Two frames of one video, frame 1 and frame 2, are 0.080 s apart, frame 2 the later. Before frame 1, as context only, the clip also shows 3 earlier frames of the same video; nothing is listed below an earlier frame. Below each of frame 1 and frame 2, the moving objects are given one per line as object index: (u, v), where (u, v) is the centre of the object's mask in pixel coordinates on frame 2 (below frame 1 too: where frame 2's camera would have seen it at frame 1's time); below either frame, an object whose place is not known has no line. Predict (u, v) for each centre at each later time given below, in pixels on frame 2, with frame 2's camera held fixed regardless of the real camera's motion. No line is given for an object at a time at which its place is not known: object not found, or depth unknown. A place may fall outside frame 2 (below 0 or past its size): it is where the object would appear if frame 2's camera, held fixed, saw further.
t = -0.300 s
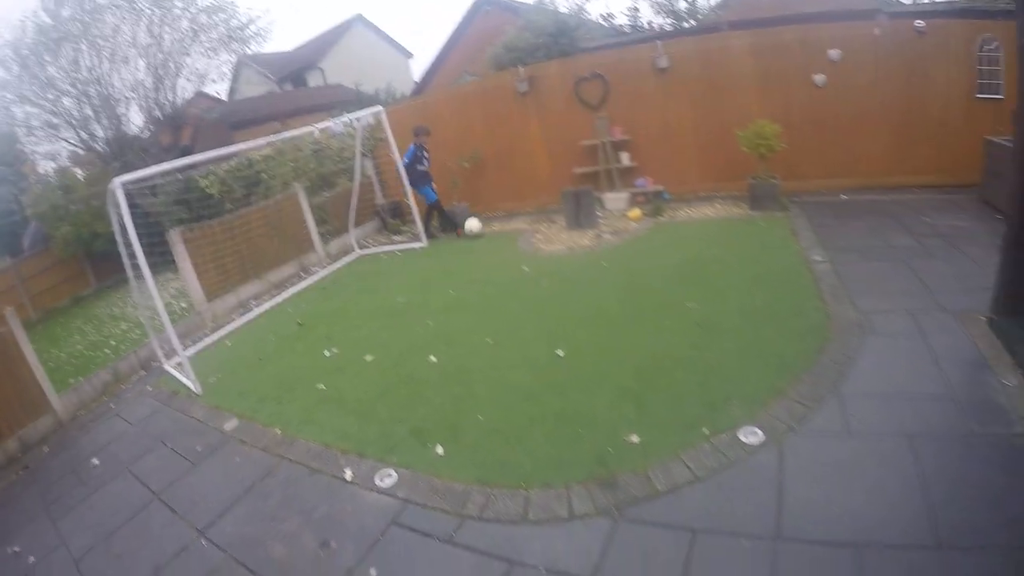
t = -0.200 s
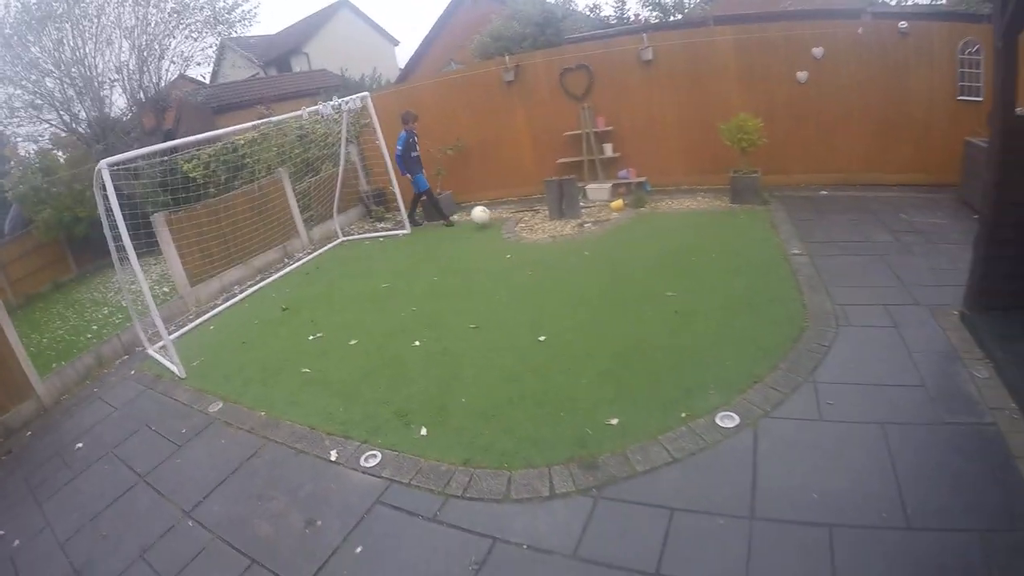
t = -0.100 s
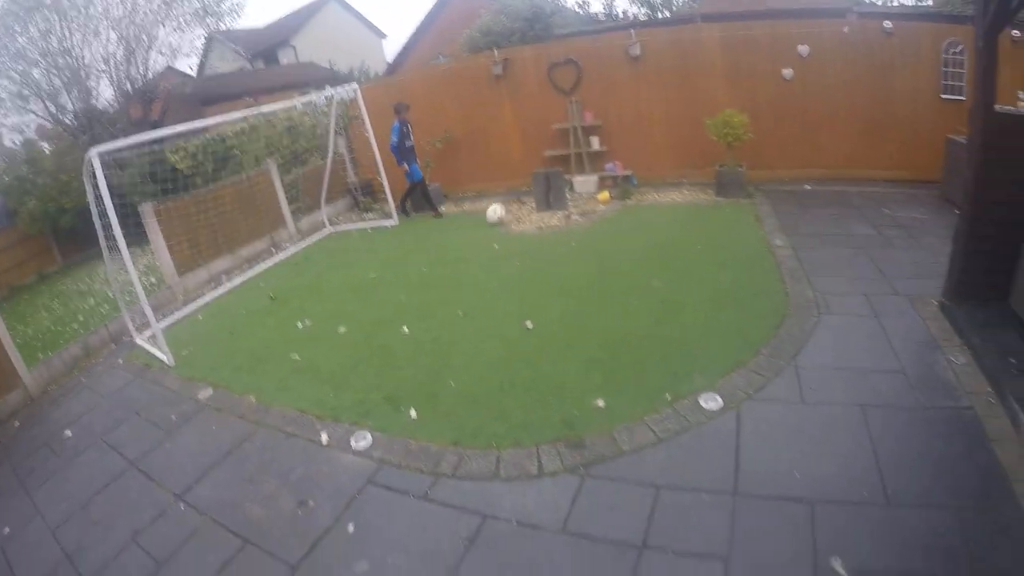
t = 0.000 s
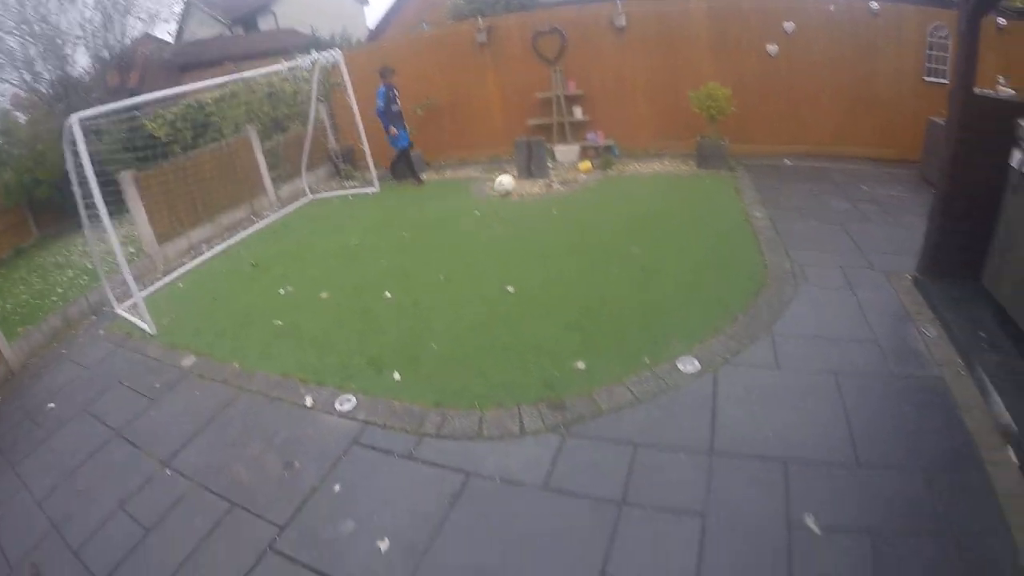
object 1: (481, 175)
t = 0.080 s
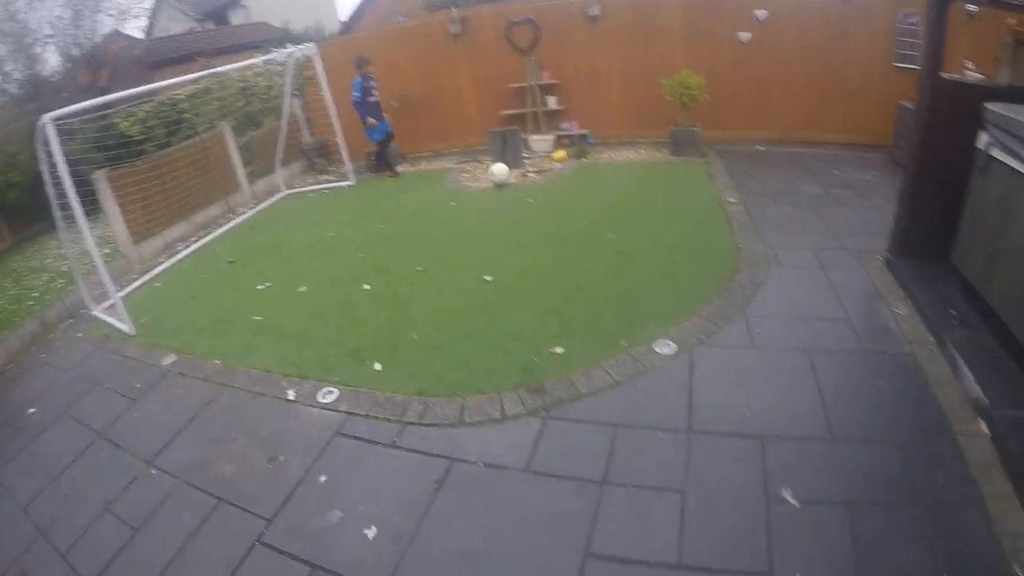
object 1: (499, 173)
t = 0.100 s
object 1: (503, 172)
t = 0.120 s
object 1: (507, 173)
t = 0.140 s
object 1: (511, 173)
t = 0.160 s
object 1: (515, 173)
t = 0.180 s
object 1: (519, 175)
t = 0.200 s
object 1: (524, 176)
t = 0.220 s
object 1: (527, 179)
